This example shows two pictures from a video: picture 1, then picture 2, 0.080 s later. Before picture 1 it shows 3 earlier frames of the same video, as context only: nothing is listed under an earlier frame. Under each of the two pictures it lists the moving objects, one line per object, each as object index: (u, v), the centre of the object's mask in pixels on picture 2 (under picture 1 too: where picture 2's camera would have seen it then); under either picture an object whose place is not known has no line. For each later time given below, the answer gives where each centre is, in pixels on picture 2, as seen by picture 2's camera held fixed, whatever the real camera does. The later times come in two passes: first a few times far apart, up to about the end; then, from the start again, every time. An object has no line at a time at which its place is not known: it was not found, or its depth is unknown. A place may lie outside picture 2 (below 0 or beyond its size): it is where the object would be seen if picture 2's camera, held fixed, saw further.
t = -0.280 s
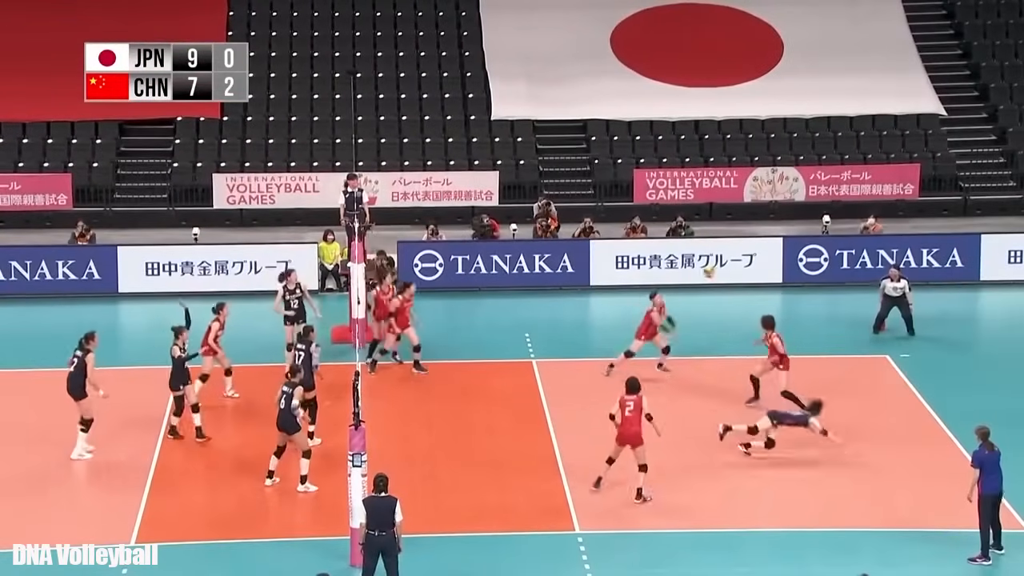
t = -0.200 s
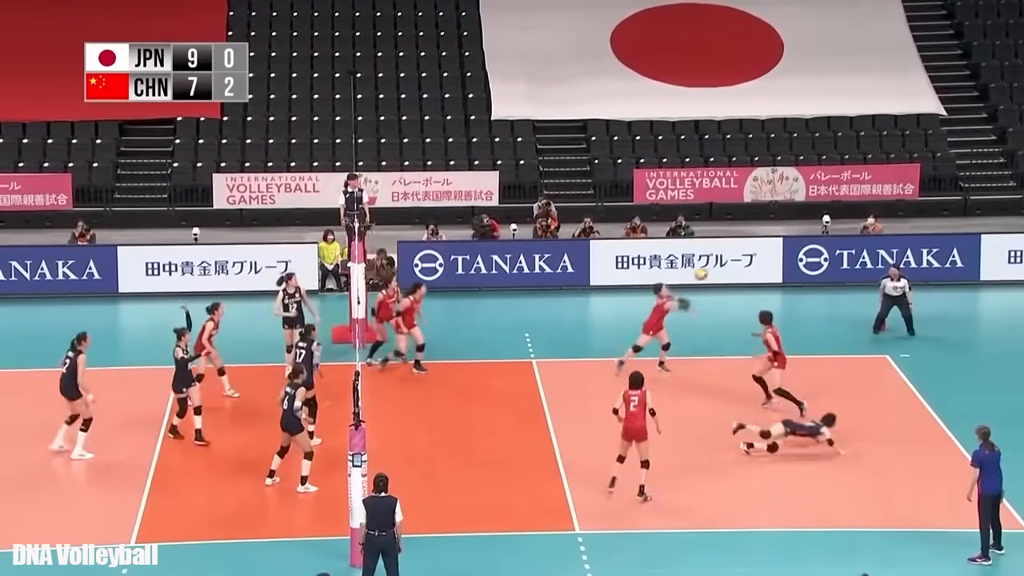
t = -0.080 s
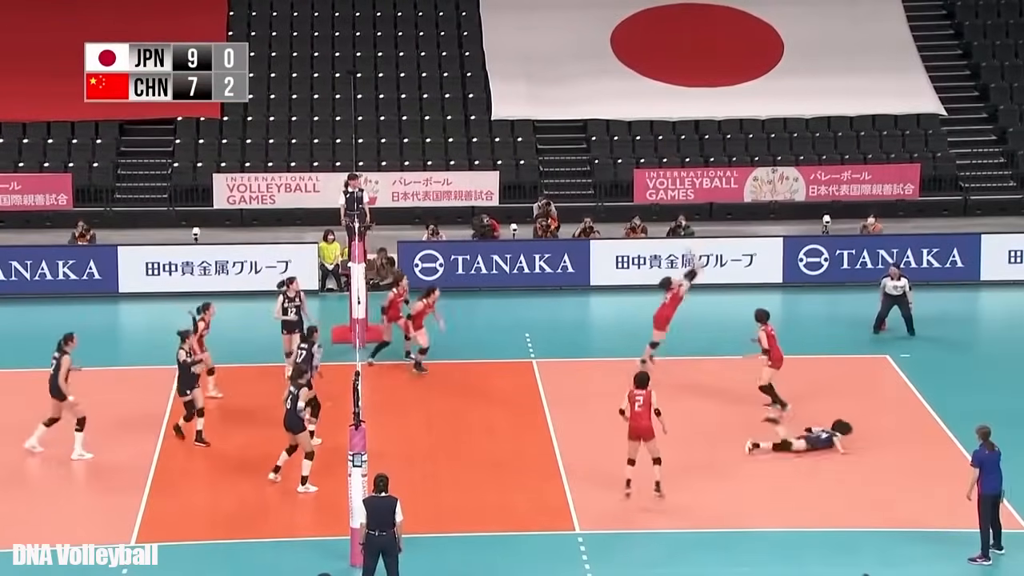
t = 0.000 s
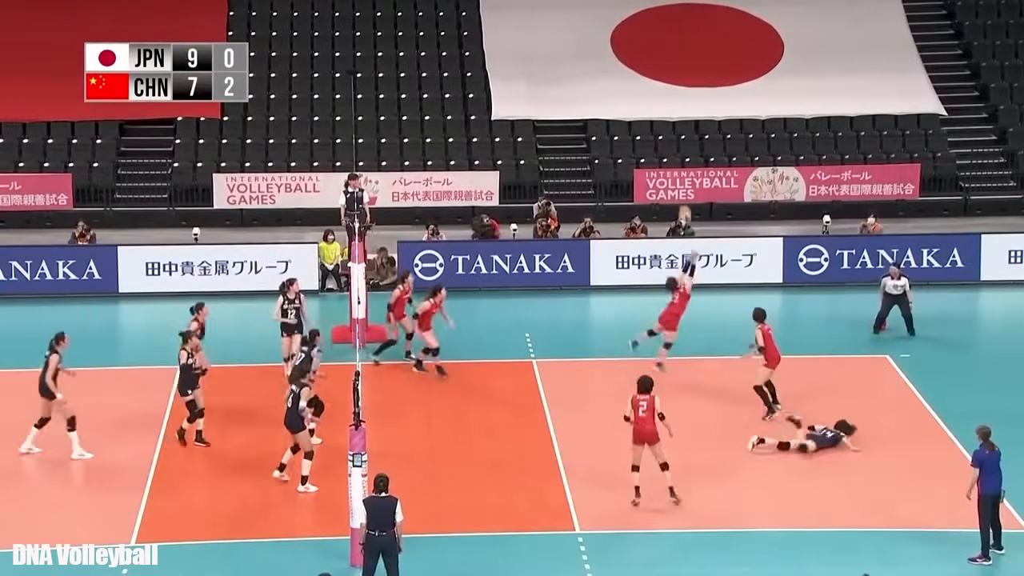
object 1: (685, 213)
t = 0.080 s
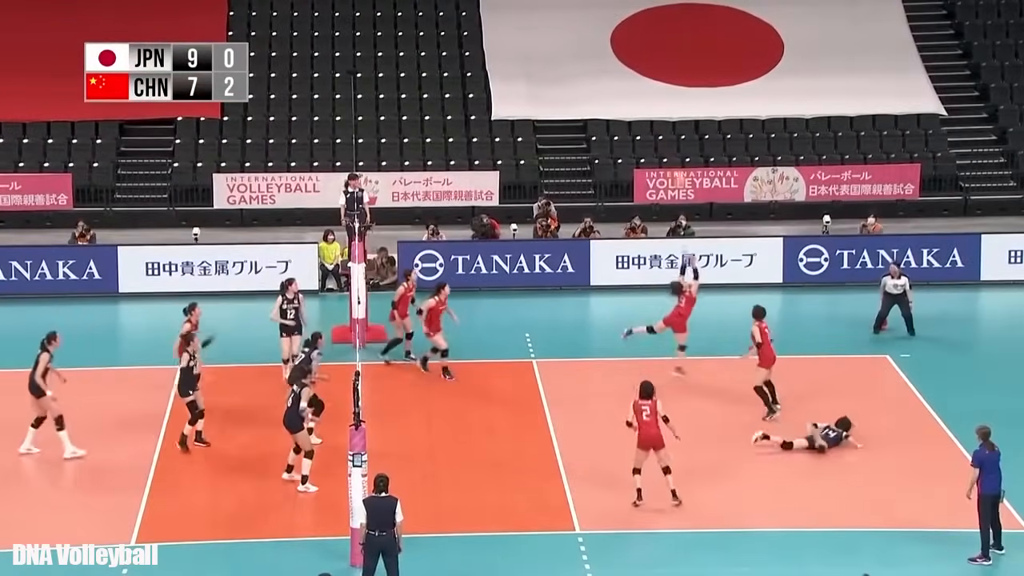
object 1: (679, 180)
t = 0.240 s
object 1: (666, 123)
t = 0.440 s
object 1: (648, 68)
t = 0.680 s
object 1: (625, 37)
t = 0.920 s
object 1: (600, 43)
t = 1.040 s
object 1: (590, 60)
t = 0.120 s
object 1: (675, 162)
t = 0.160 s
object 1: (671, 147)
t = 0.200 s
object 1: (668, 134)
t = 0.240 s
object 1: (666, 123)
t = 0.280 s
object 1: (661, 108)
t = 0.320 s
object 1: (658, 97)
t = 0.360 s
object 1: (655, 87)
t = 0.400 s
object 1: (652, 74)
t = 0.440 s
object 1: (648, 68)
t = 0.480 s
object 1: (645, 60)
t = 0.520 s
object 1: (641, 53)
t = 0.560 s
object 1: (637, 48)
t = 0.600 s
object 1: (633, 43)
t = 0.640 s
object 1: (629, 40)
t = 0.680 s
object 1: (625, 37)
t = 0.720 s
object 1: (621, 36)
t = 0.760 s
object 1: (617, 36)
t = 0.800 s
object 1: (613, 36)
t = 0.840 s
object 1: (610, 37)
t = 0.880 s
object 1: (605, 40)
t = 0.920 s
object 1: (600, 43)
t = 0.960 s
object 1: (597, 48)
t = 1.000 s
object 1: (595, 55)
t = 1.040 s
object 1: (590, 60)
